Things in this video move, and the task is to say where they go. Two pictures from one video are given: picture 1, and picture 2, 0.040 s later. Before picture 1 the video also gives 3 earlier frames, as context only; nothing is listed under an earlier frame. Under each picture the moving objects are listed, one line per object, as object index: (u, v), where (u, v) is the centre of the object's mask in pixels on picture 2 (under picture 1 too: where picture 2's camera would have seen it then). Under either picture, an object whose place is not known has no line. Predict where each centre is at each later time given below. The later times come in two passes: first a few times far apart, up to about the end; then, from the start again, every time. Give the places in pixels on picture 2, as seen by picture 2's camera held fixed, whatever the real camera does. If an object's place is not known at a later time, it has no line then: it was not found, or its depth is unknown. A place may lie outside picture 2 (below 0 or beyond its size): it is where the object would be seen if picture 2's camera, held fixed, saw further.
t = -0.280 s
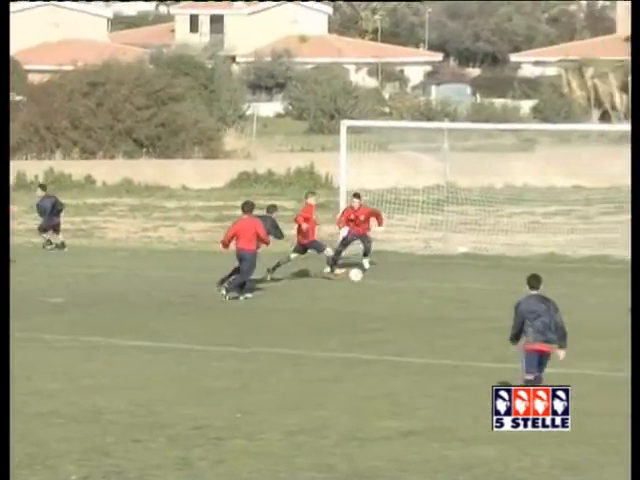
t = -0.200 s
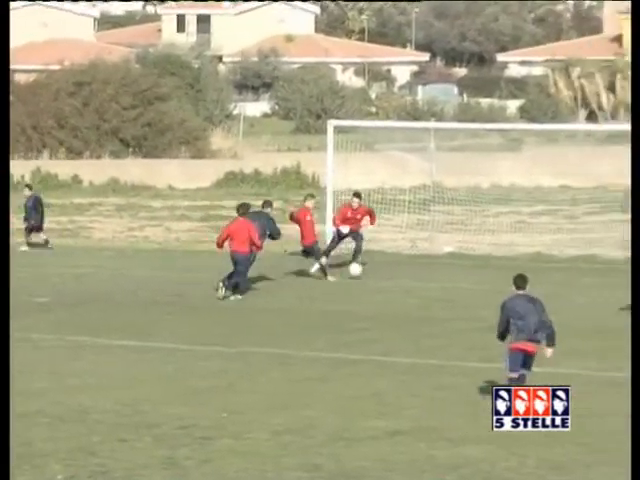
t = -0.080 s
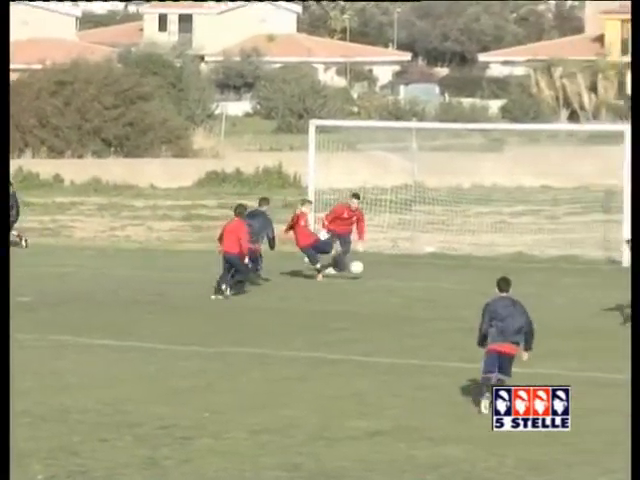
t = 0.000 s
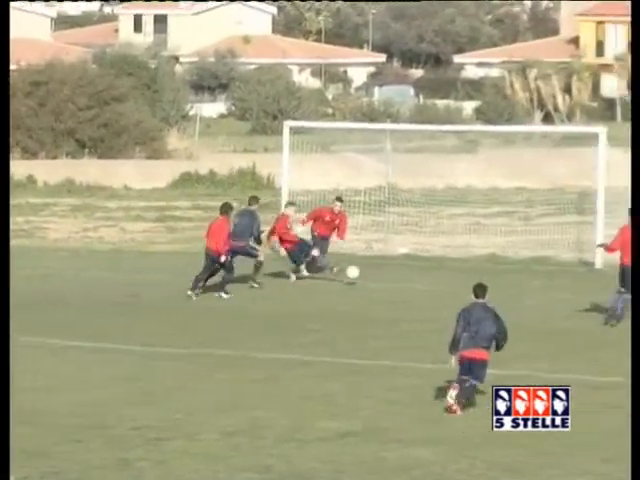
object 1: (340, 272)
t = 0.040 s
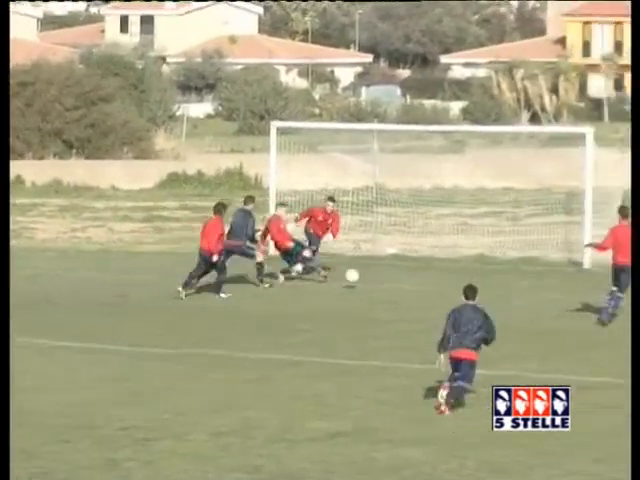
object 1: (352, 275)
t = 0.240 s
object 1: (398, 291)
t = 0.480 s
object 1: (444, 306)
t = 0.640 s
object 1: (470, 306)
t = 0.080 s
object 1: (362, 280)
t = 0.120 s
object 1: (372, 285)
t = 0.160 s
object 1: (382, 292)
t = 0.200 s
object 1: (390, 293)
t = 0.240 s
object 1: (398, 291)
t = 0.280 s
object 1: (405, 289)
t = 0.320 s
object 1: (413, 290)
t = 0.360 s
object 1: (421, 291)
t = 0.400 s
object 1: (429, 295)
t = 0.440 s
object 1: (436, 300)
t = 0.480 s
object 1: (444, 306)
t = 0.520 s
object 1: (451, 314)
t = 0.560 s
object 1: (458, 317)
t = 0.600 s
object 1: (464, 311)
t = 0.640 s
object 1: (470, 306)
